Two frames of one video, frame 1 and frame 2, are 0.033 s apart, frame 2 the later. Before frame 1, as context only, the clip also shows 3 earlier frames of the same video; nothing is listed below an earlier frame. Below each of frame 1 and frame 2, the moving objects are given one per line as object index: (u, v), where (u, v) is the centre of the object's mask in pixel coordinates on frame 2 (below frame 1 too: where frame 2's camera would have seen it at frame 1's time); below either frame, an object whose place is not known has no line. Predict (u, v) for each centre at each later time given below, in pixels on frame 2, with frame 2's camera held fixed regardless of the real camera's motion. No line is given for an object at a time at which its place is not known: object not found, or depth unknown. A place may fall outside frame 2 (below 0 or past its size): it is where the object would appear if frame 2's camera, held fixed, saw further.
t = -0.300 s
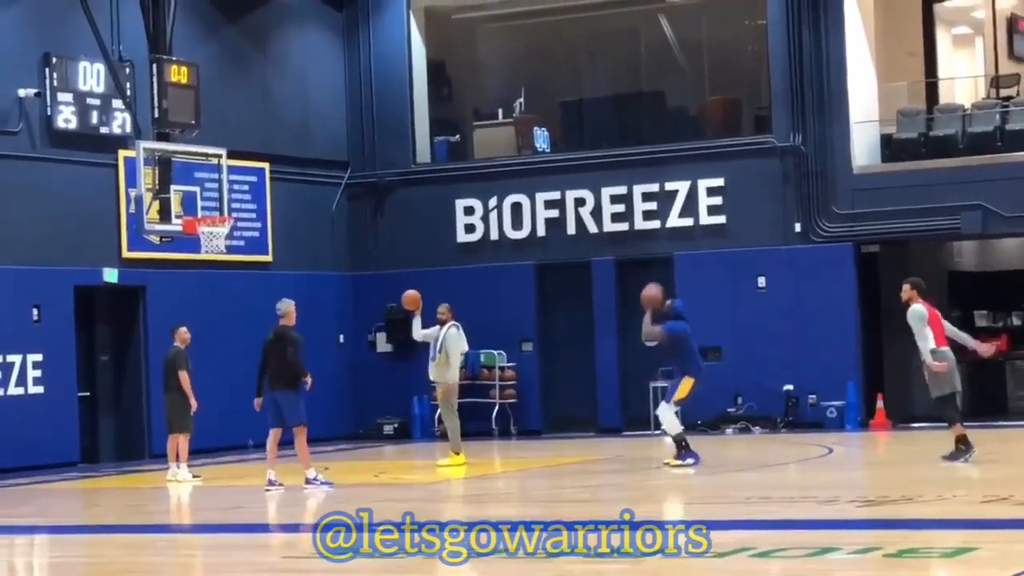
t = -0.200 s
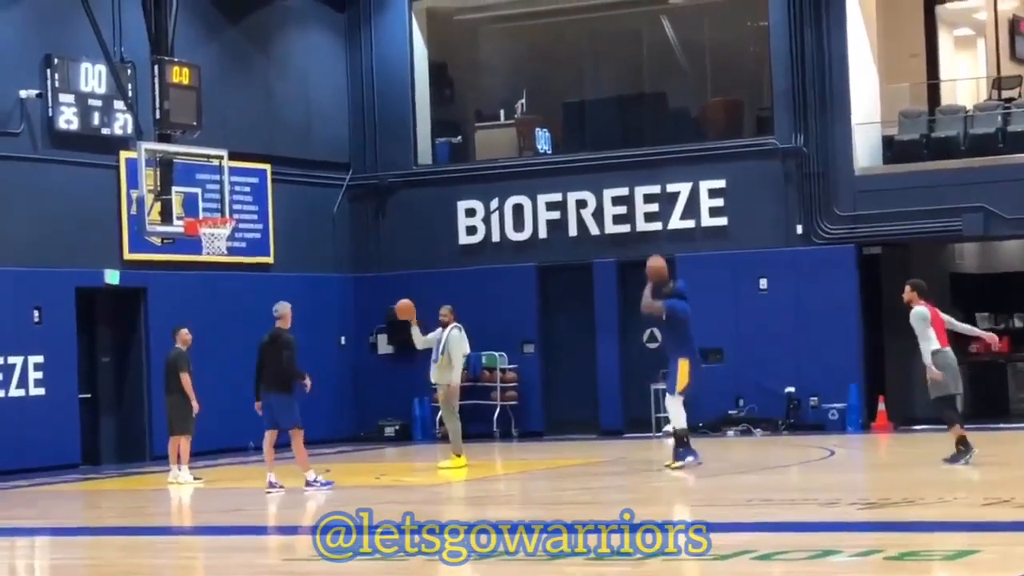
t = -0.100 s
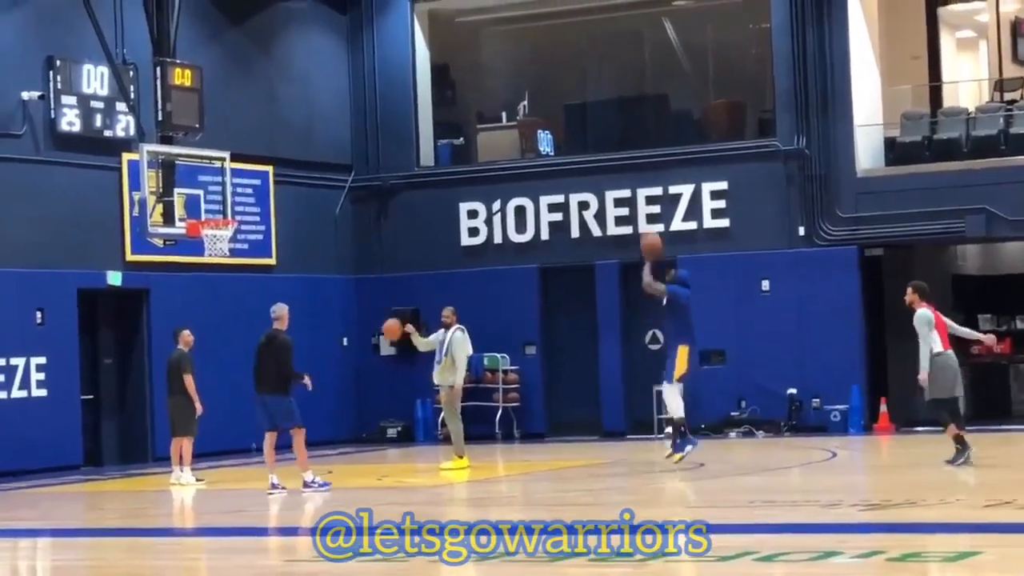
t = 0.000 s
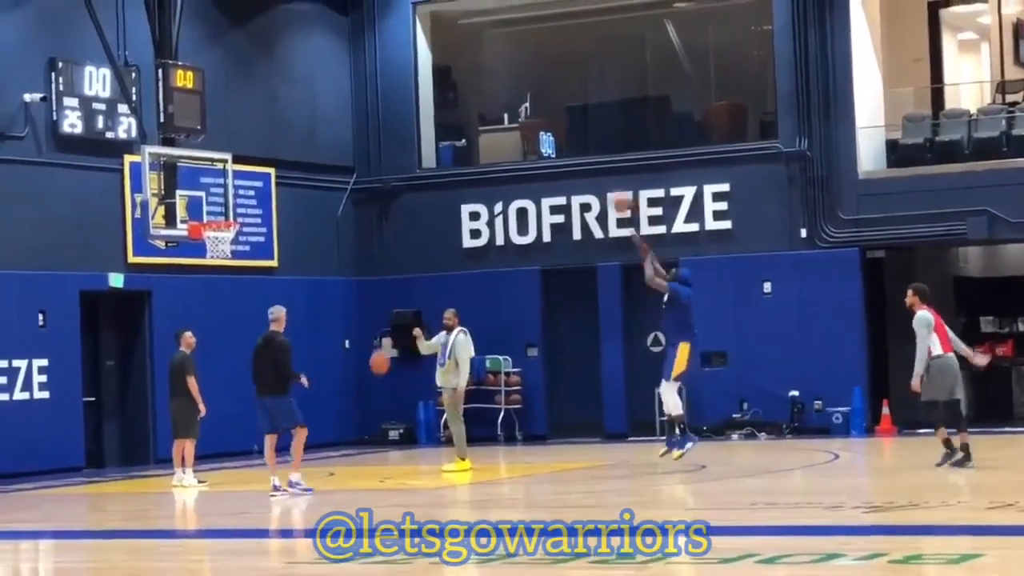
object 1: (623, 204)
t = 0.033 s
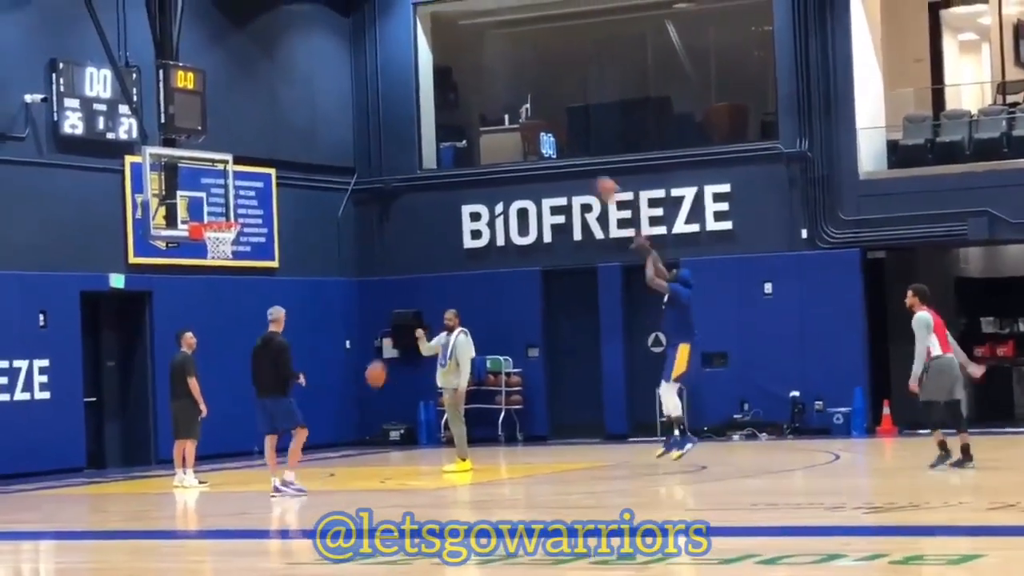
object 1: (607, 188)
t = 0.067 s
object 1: (593, 177)
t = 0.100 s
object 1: (577, 164)
